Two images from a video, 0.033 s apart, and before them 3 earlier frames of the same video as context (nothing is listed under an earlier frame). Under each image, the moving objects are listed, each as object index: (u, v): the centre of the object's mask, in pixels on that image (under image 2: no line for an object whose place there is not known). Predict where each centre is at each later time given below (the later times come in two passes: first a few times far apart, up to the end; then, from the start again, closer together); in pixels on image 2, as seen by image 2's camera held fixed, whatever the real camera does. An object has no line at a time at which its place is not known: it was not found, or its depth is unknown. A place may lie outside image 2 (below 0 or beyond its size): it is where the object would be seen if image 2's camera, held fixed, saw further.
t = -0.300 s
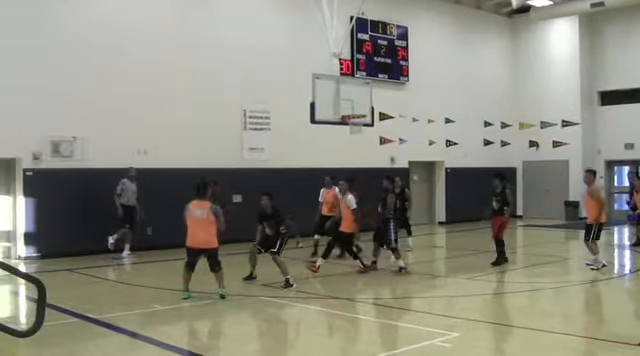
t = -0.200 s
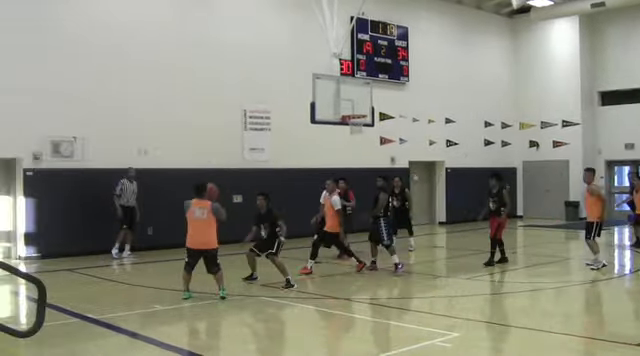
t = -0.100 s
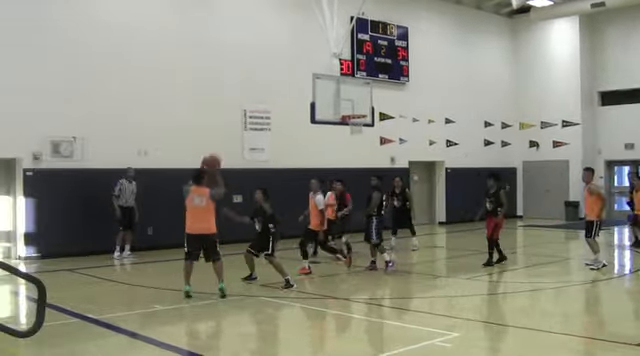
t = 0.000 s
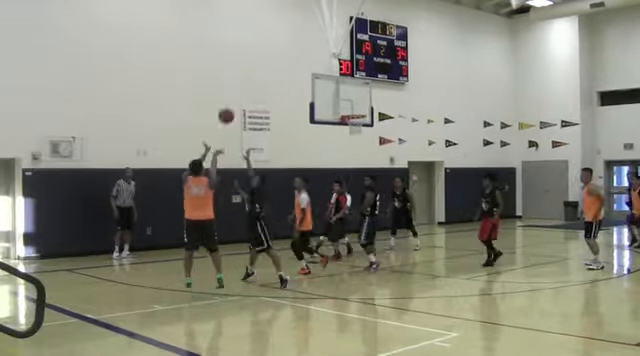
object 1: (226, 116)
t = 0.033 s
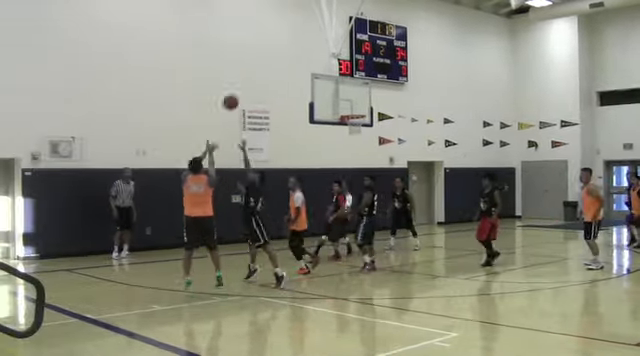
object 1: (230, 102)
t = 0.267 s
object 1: (262, 33)
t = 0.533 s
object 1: (293, 5)
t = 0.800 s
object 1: (319, 12)
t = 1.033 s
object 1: (339, 44)
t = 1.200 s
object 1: (351, 78)
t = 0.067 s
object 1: (235, 89)
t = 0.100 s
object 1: (240, 77)
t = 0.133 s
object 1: (245, 67)
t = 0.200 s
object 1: (253, 48)
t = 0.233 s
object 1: (258, 40)
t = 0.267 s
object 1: (262, 33)
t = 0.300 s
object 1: (266, 27)
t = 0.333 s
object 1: (270, 22)
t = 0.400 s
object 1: (279, 13)
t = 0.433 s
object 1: (282, 10)
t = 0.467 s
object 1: (286, 7)
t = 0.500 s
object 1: (289, 5)
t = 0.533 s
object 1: (293, 5)
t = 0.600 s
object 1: (300, 4)
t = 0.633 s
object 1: (303, 4)
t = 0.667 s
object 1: (307, 4)
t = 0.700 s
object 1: (310, 5)
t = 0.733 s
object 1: (313, 6)
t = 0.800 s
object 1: (319, 12)
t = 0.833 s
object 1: (322, 15)
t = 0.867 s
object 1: (325, 18)
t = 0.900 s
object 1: (328, 23)
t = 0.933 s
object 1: (330, 27)
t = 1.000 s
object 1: (336, 38)
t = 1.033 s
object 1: (339, 44)
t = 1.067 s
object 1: (341, 50)
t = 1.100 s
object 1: (343, 55)
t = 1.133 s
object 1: (346, 62)
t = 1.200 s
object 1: (351, 78)
